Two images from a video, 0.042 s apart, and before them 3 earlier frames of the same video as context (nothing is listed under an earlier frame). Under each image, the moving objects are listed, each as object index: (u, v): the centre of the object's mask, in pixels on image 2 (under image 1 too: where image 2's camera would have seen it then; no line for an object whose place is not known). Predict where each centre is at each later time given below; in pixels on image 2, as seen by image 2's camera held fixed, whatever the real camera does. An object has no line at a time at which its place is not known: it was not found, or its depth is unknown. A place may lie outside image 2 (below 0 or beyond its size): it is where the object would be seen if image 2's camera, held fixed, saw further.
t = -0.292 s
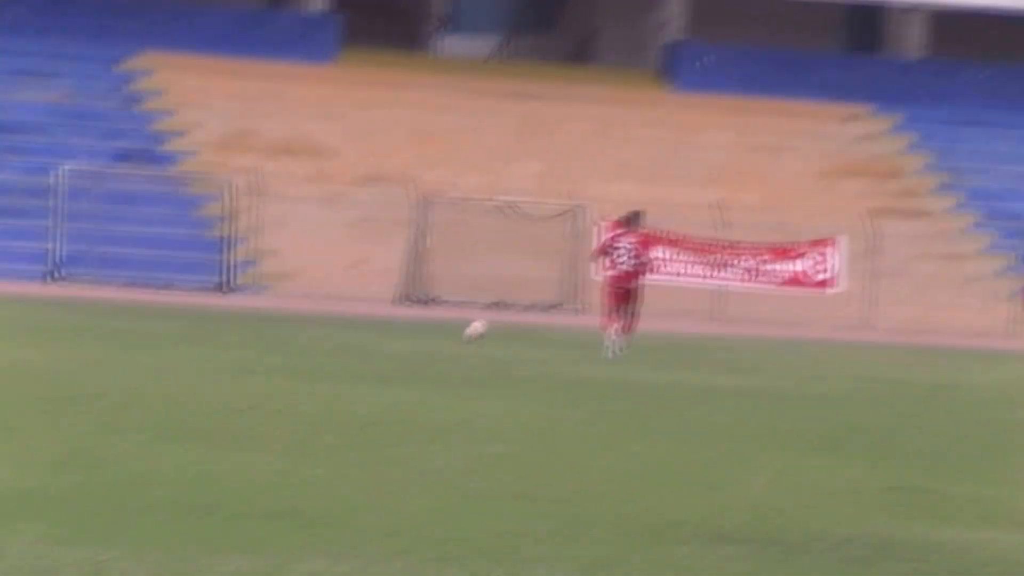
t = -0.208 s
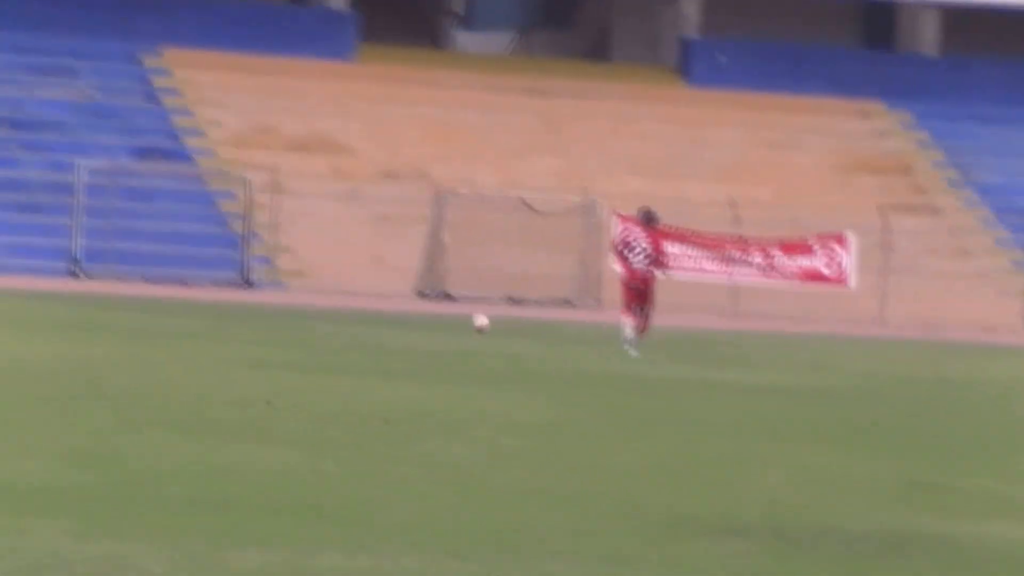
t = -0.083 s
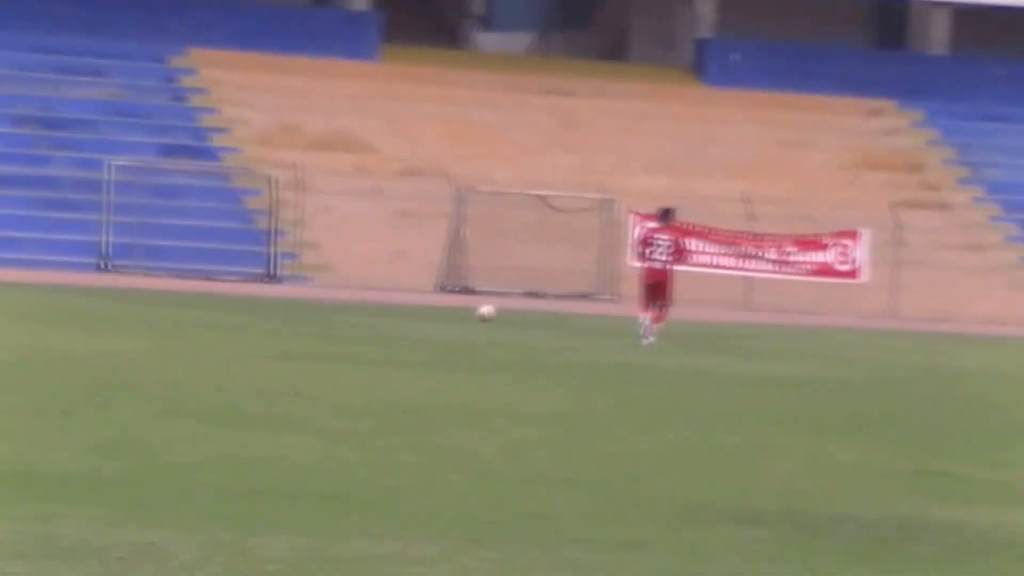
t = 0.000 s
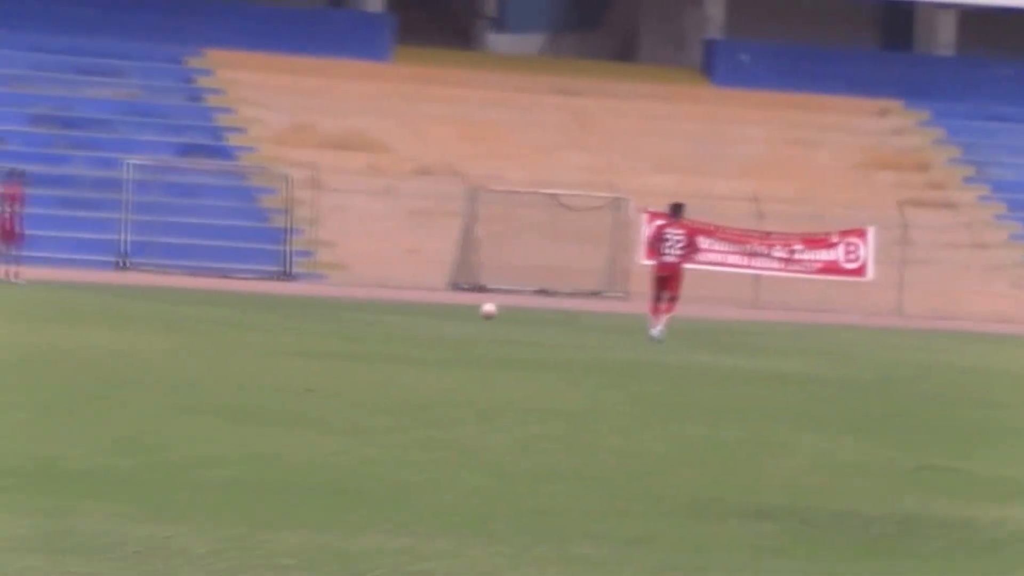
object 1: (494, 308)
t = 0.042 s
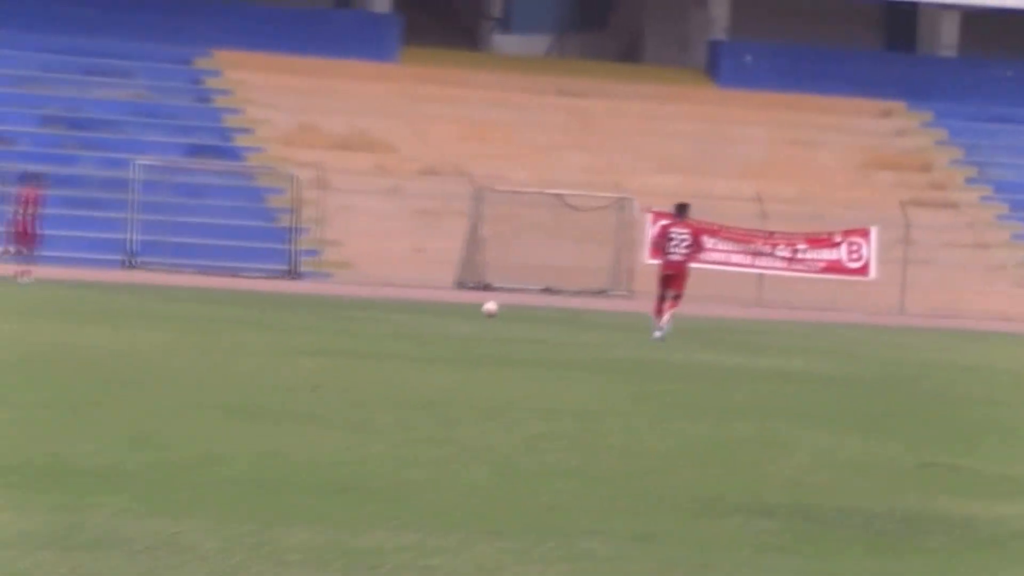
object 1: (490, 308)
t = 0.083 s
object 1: (485, 306)
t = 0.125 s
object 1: (482, 305)
